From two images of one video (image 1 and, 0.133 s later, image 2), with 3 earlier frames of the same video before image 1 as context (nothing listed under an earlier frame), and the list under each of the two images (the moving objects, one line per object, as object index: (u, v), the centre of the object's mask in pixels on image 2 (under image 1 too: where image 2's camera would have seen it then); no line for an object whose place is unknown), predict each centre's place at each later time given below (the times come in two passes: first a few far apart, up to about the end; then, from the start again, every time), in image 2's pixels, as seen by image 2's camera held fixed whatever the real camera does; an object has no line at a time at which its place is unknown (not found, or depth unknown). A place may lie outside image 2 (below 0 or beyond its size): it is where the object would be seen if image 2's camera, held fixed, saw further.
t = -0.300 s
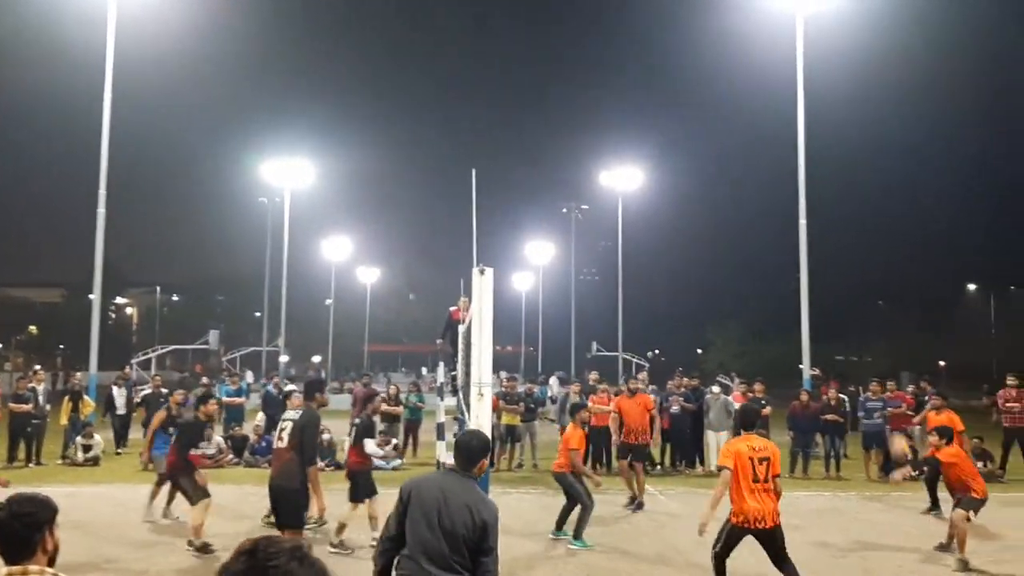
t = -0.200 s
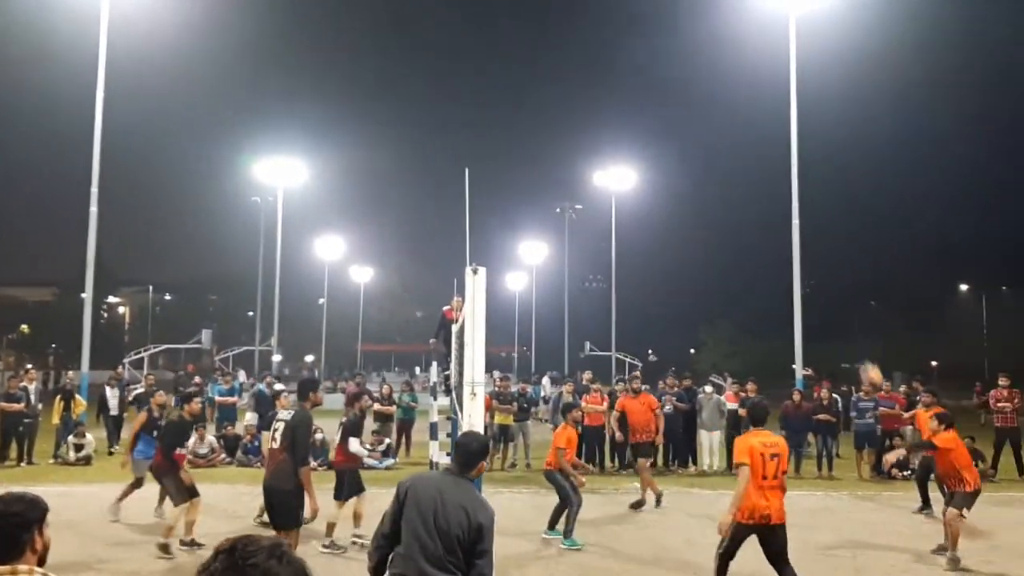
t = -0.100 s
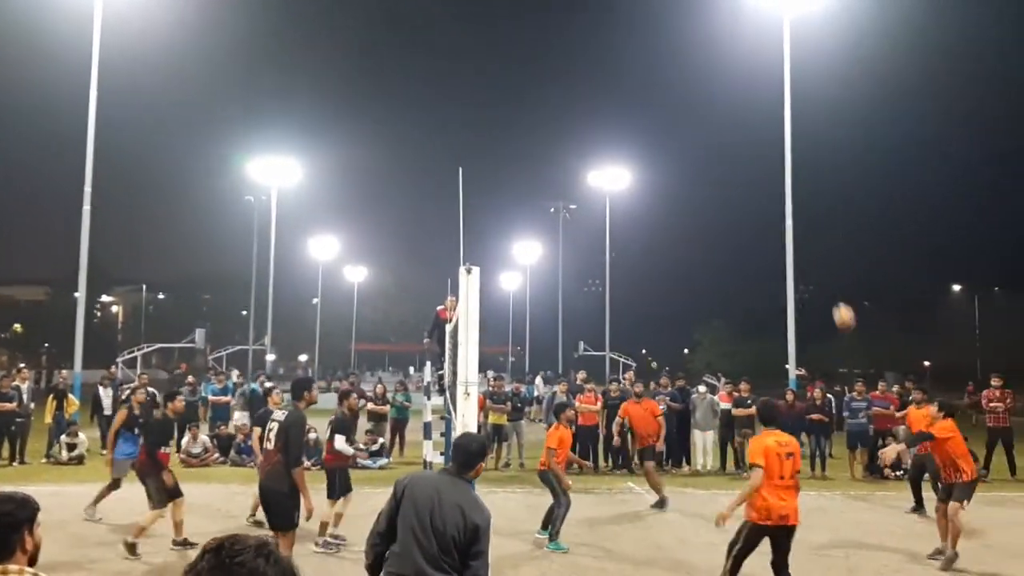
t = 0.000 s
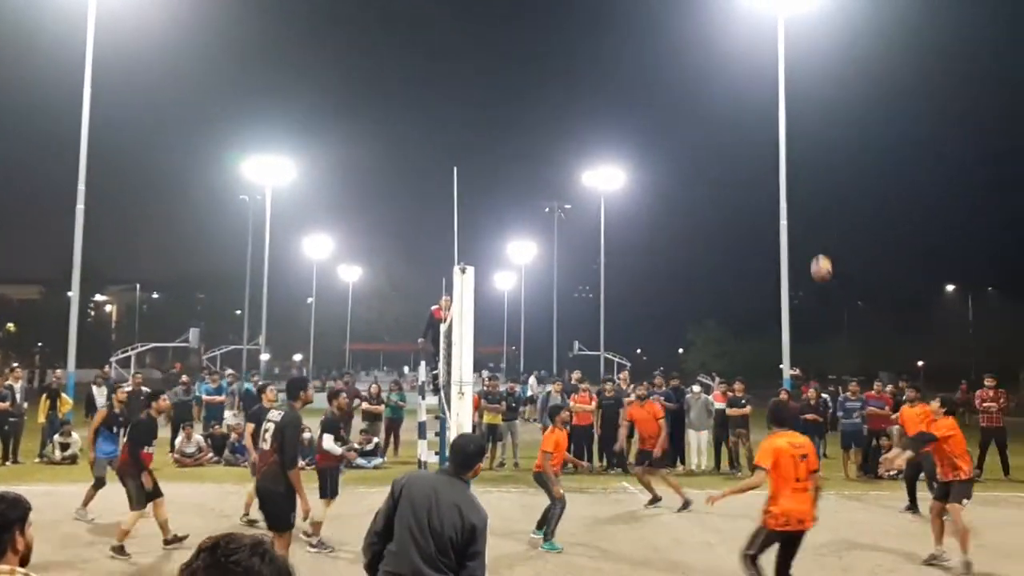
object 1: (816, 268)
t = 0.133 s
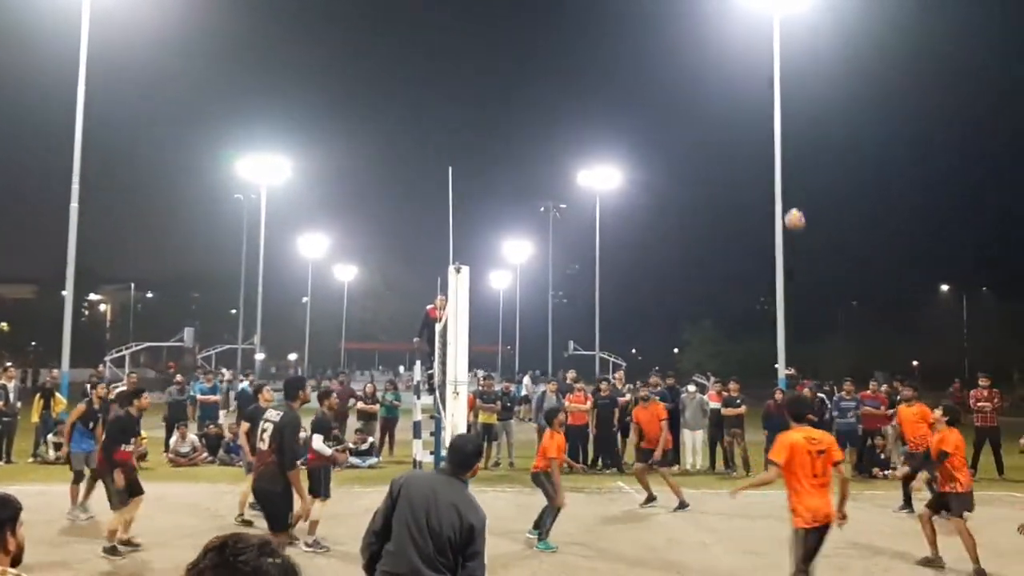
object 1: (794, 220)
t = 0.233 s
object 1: (781, 194)
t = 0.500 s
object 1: (747, 169)
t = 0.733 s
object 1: (720, 192)
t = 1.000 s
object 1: (692, 266)
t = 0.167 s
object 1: (790, 210)
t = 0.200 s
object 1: (786, 201)
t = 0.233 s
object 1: (781, 194)
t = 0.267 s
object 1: (776, 188)
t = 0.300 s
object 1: (771, 182)
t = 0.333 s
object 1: (767, 178)
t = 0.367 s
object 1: (762, 174)
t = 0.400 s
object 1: (758, 171)
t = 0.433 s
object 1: (754, 170)
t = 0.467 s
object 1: (750, 169)
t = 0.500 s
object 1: (747, 169)
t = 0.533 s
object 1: (743, 170)
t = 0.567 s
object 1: (739, 172)
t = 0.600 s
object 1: (734, 174)
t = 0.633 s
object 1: (731, 177)
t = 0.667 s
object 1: (727, 181)
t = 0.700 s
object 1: (724, 186)
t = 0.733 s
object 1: (720, 192)
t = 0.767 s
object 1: (717, 199)
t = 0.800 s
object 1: (713, 206)
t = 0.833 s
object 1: (709, 214)
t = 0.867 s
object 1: (706, 222)
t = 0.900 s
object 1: (702, 232)
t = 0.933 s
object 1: (698, 242)
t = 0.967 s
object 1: (695, 254)
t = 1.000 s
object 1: (692, 266)
